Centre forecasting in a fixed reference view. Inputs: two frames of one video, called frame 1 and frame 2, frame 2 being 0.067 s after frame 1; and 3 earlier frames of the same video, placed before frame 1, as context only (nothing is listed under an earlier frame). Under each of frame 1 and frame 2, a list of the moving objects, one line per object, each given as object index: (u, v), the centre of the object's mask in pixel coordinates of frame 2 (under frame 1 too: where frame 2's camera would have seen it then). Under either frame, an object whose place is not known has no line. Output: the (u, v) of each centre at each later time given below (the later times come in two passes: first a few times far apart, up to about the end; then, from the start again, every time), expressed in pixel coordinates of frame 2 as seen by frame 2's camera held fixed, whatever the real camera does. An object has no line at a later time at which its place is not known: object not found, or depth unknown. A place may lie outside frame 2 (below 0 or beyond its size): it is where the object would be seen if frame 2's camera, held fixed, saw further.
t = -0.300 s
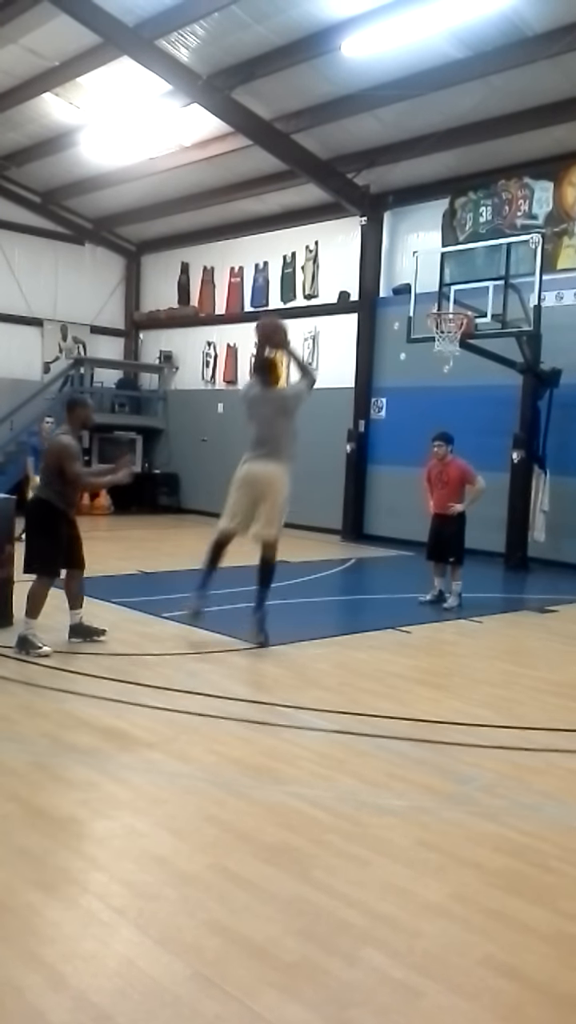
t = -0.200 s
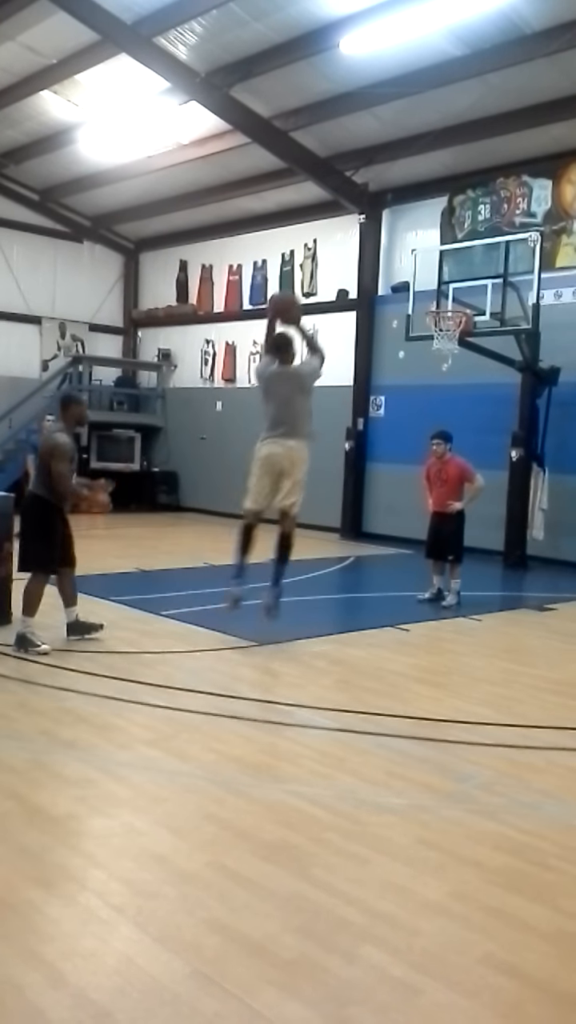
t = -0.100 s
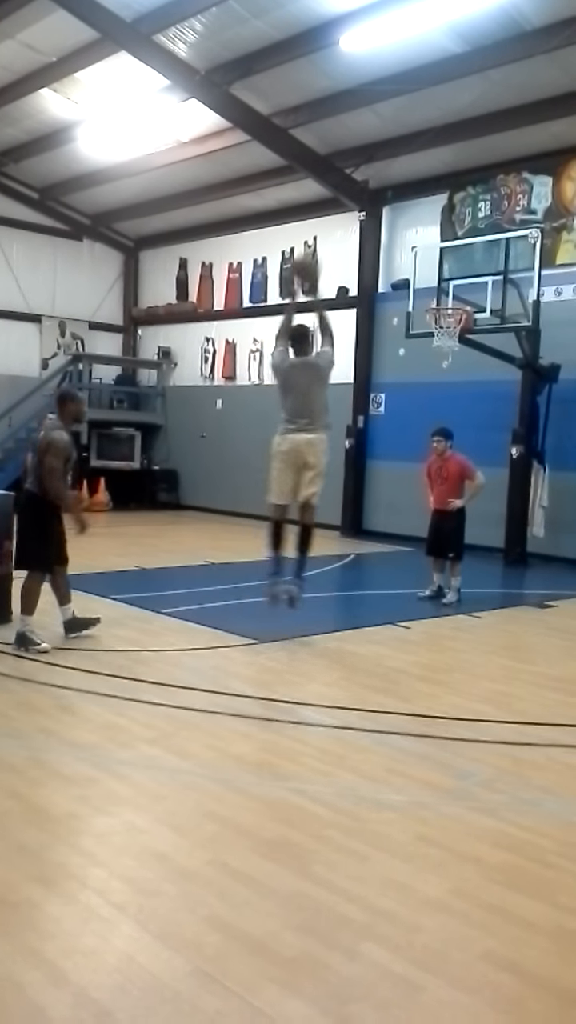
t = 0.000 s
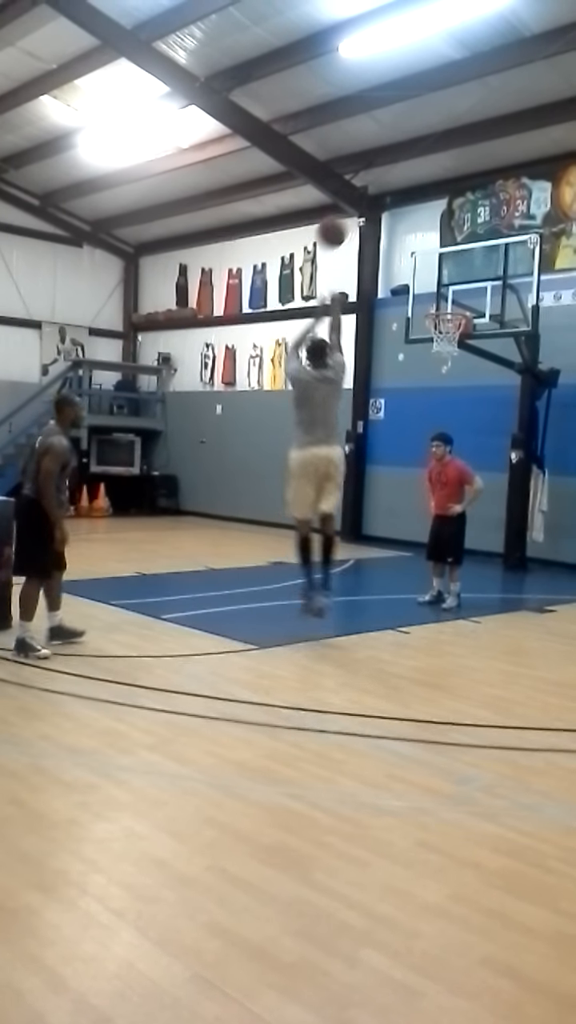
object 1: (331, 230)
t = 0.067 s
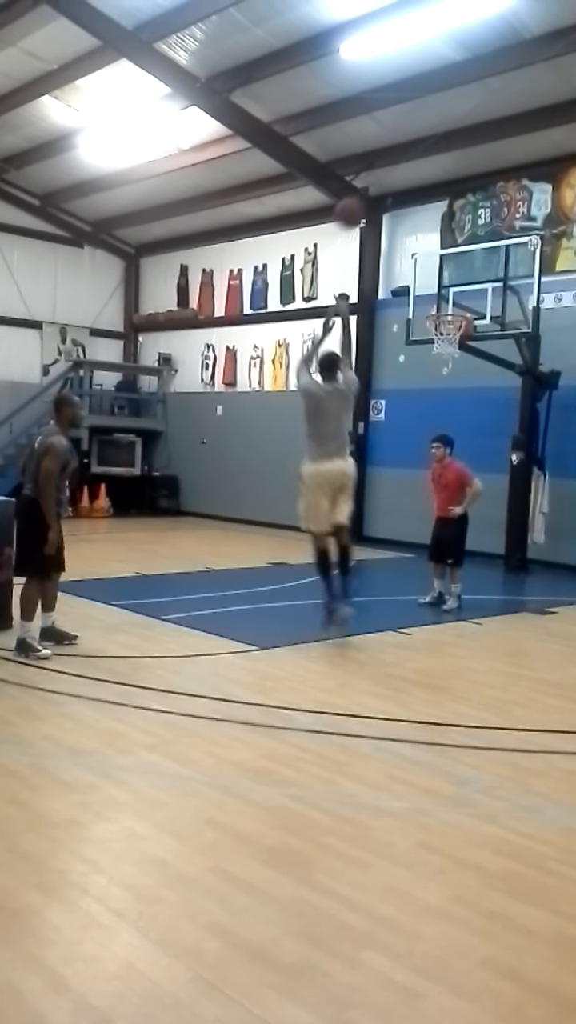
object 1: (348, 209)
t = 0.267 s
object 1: (390, 189)
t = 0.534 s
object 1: (433, 221)
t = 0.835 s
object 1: (459, 304)
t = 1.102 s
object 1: (420, 293)
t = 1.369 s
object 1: (373, 324)
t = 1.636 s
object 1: (329, 410)
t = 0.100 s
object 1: (357, 203)
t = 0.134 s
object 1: (362, 199)
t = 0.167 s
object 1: (369, 197)
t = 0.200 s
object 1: (374, 193)
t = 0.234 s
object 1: (383, 190)
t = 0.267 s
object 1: (390, 189)
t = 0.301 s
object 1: (398, 189)
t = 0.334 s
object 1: (402, 191)
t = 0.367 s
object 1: (408, 192)
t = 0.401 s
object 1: (414, 195)
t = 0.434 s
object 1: (419, 201)
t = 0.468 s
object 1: (424, 206)
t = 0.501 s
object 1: (429, 214)
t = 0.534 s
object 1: (433, 221)
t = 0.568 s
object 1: (437, 230)
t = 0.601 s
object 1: (442, 238)
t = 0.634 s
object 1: (445, 249)
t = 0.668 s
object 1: (448, 259)
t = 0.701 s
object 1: (452, 269)
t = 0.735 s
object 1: (455, 282)
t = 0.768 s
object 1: (460, 297)
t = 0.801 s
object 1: (462, 305)
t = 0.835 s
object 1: (459, 304)
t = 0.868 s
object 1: (453, 300)
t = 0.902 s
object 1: (448, 297)
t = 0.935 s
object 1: (444, 295)
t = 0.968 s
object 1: (440, 294)
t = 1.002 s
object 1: (436, 294)
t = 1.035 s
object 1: (431, 294)
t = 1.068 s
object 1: (425, 293)
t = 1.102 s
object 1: (420, 293)
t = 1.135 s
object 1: (413, 294)
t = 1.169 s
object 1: (408, 296)
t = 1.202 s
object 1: (401, 296)
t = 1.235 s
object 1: (397, 302)
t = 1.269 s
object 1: (391, 307)
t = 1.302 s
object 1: (385, 310)
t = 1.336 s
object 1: (379, 319)
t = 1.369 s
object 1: (373, 324)
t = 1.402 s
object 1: (366, 331)
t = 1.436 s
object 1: (361, 341)
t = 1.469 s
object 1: (354, 351)
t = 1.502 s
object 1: (349, 361)
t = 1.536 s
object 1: (345, 372)
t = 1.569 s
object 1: (340, 384)
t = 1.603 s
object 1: (335, 396)
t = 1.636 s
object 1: (329, 410)
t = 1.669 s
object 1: (324, 424)
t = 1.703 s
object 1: (319, 438)
